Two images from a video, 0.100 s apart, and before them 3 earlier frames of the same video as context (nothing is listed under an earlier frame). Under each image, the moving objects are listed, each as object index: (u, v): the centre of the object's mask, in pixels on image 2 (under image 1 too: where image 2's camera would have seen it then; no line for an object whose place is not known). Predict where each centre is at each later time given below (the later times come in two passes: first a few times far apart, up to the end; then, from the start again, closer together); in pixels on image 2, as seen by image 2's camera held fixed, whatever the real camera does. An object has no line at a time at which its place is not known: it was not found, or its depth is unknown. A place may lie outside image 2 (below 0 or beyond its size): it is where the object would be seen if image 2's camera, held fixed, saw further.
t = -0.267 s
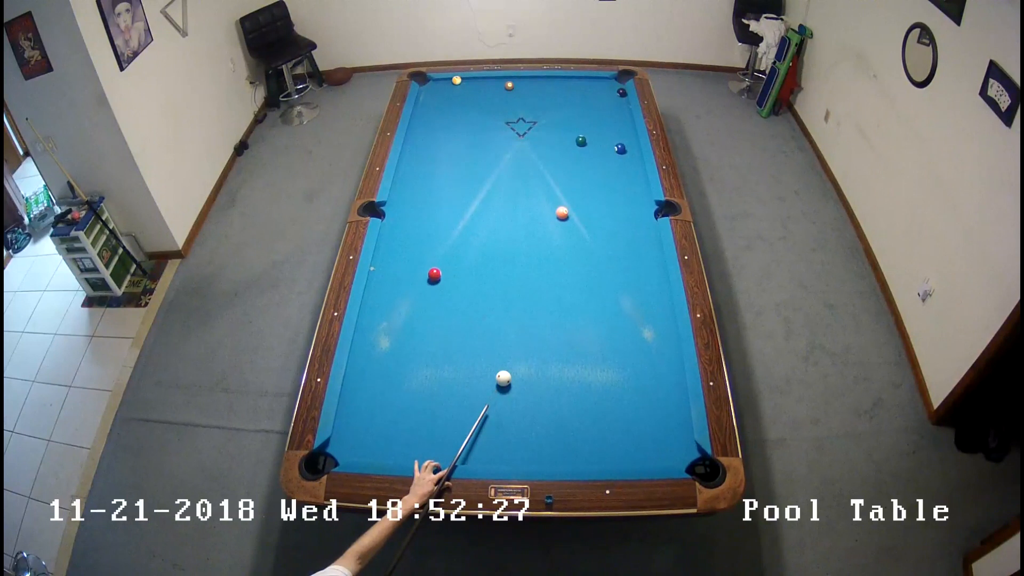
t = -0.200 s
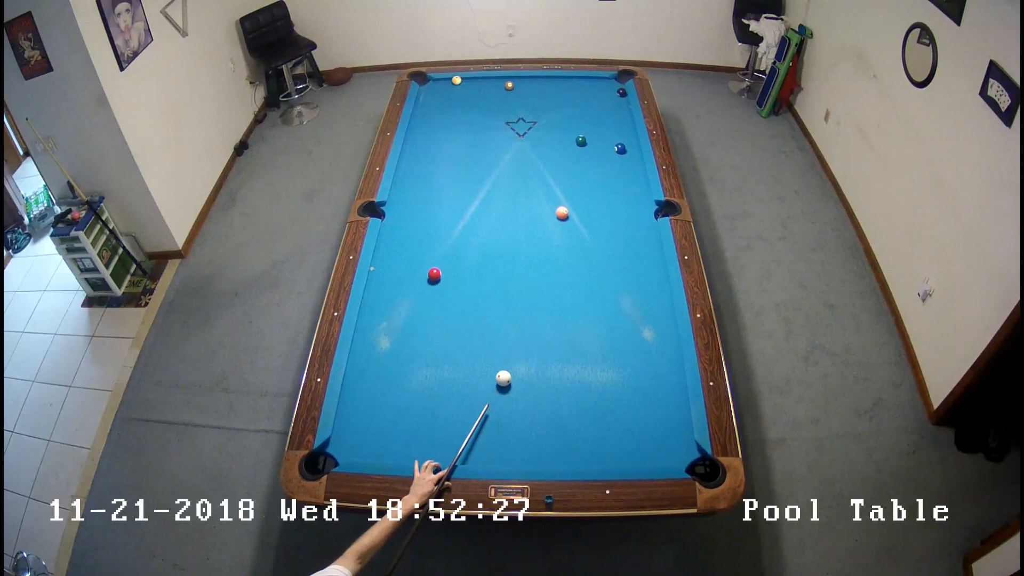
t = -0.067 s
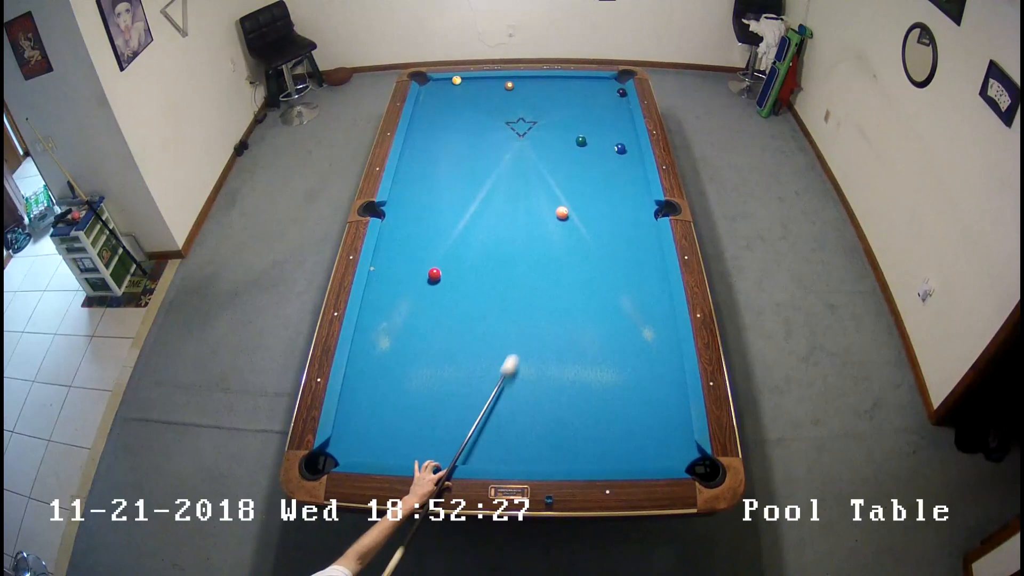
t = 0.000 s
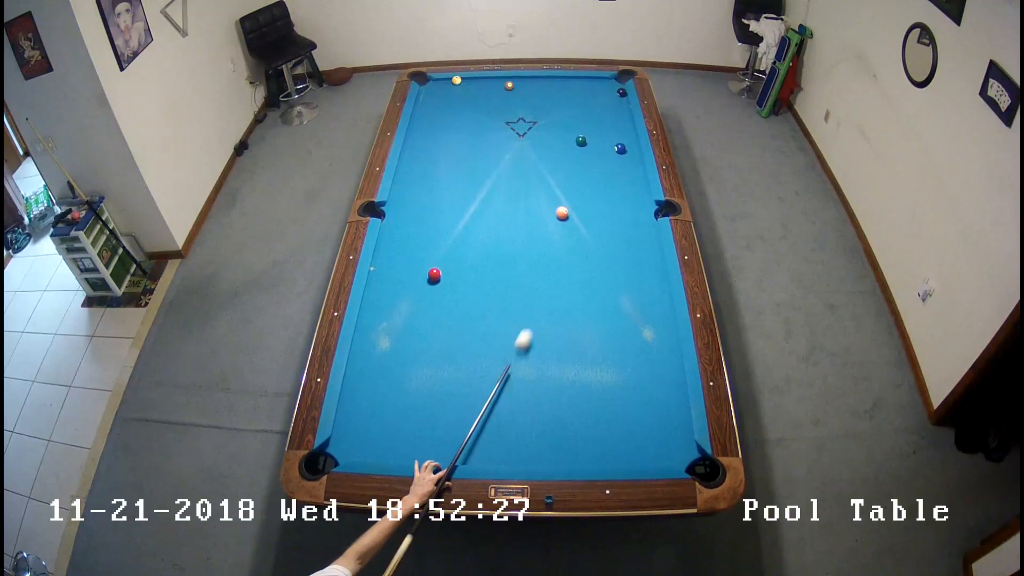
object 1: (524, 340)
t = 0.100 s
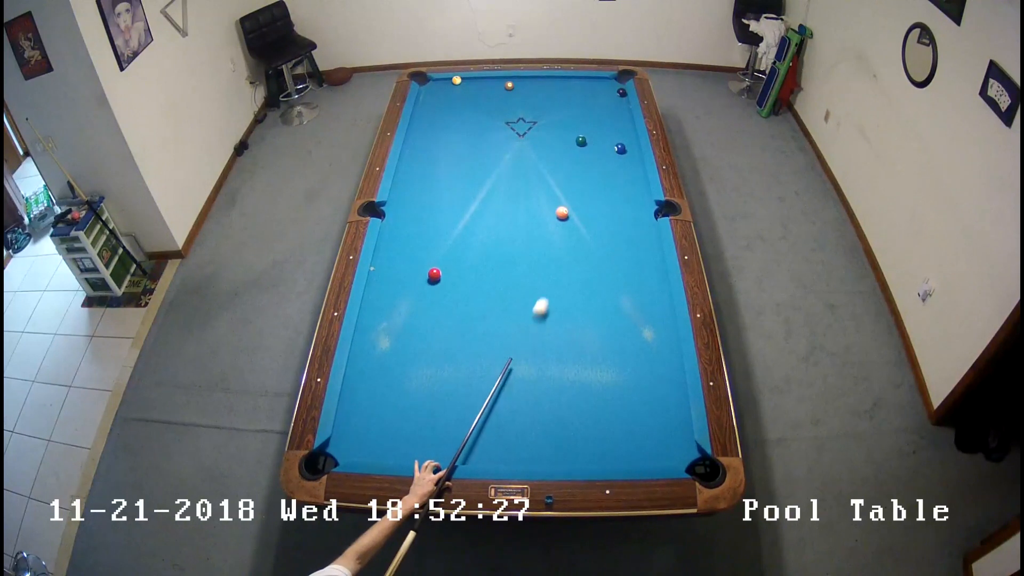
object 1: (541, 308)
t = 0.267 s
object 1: (565, 262)
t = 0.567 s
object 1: (599, 195)
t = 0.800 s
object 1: (621, 155)
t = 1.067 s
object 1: (635, 149)
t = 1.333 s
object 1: (623, 143)
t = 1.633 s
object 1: (610, 138)
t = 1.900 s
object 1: (600, 134)
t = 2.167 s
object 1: (591, 131)
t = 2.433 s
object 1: (584, 128)
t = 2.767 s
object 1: (576, 124)
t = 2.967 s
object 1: (572, 122)
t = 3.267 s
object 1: (566, 120)
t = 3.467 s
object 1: (564, 119)
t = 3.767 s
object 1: (561, 117)
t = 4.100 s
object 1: (559, 115)
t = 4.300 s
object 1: (558, 115)
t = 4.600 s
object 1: (557, 114)
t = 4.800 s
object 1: (557, 114)
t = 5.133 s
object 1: (557, 114)
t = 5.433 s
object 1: (557, 114)
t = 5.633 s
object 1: (557, 114)
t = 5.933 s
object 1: (557, 114)
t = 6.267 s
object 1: (557, 114)
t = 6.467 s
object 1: (557, 114)
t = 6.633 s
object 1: (557, 114)
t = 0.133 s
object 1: (546, 298)
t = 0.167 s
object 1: (551, 288)
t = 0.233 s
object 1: (561, 270)
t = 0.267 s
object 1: (565, 262)
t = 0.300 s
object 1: (569, 253)
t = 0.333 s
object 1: (574, 245)
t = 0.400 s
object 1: (582, 230)
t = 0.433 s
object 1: (585, 222)
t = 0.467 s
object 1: (589, 215)
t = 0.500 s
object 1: (593, 208)
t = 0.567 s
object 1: (599, 195)
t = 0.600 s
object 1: (603, 188)
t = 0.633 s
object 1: (606, 182)
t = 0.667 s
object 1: (609, 176)
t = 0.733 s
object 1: (615, 165)
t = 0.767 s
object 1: (617, 159)
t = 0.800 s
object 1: (621, 155)
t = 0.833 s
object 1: (623, 154)
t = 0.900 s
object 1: (628, 153)
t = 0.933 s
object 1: (630, 152)
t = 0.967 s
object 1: (633, 151)
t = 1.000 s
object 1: (635, 150)
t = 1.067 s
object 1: (635, 149)
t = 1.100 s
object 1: (633, 148)
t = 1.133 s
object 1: (632, 147)
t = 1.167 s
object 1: (630, 147)
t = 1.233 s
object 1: (627, 145)
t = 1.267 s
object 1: (625, 145)
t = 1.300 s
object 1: (624, 144)
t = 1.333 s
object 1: (623, 143)
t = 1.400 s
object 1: (620, 142)
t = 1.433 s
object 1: (618, 142)
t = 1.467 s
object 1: (617, 141)
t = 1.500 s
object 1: (616, 141)
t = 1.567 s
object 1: (613, 140)
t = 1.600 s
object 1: (611, 139)
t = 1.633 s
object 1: (610, 138)
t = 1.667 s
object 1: (609, 138)
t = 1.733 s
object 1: (606, 137)
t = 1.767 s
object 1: (605, 136)
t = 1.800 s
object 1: (604, 136)
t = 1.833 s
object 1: (603, 135)
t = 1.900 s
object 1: (600, 134)
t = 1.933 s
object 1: (599, 134)
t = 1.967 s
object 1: (598, 133)
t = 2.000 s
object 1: (597, 133)
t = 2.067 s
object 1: (595, 132)
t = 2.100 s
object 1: (593, 132)
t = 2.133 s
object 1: (592, 131)
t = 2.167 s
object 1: (591, 131)
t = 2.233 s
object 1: (589, 130)
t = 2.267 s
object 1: (588, 129)
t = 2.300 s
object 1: (587, 129)
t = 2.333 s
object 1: (586, 129)
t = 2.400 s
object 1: (585, 128)
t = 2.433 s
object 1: (584, 128)
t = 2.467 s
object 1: (583, 127)
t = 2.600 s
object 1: (579, 126)
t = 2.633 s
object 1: (579, 125)
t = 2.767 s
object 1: (576, 124)
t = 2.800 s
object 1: (575, 124)
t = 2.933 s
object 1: (572, 123)
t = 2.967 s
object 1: (572, 122)
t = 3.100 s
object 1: (569, 121)
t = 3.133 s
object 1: (568, 121)
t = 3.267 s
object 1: (566, 120)
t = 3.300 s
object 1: (566, 120)
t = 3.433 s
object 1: (564, 119)
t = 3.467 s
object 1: (564, 119)
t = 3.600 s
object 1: (562, 118)
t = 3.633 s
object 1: (562, 118)
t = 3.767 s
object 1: (561, 117)
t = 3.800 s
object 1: (560, 117)
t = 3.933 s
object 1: (559, 116)
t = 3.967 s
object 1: (559, 116)
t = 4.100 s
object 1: (559, 115)
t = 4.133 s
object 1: (559, 115)
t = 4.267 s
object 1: (558, 115)
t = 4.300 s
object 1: (558, 115)
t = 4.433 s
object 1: (558, 114)
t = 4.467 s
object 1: (558, 115)
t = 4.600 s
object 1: (557, 114)
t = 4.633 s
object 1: (557, 114)
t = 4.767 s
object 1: (557, 114)
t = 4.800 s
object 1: (557, 114)
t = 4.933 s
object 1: (557, 114)
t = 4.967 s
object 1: (557, 114)
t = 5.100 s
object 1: (557, 114)
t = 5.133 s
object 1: (557, 114)
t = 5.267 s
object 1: (557, 114)
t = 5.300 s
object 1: (557, 114)
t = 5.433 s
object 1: (557, 114)
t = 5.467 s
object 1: (557, 114)
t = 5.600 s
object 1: (557, 114)
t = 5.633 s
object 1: (557, 114)
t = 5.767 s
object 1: (557, 114)
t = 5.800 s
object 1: (557, 114)
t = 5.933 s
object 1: (557, 114)
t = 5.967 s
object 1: (557, 114)
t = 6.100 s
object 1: (557, 114)
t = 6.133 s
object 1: (557, 114)
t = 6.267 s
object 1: (557, 114)
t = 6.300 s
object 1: (557, 114)
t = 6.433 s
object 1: (557, 114)
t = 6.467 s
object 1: (557, 114)
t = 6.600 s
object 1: (557, 114)
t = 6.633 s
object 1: (557, 114)
